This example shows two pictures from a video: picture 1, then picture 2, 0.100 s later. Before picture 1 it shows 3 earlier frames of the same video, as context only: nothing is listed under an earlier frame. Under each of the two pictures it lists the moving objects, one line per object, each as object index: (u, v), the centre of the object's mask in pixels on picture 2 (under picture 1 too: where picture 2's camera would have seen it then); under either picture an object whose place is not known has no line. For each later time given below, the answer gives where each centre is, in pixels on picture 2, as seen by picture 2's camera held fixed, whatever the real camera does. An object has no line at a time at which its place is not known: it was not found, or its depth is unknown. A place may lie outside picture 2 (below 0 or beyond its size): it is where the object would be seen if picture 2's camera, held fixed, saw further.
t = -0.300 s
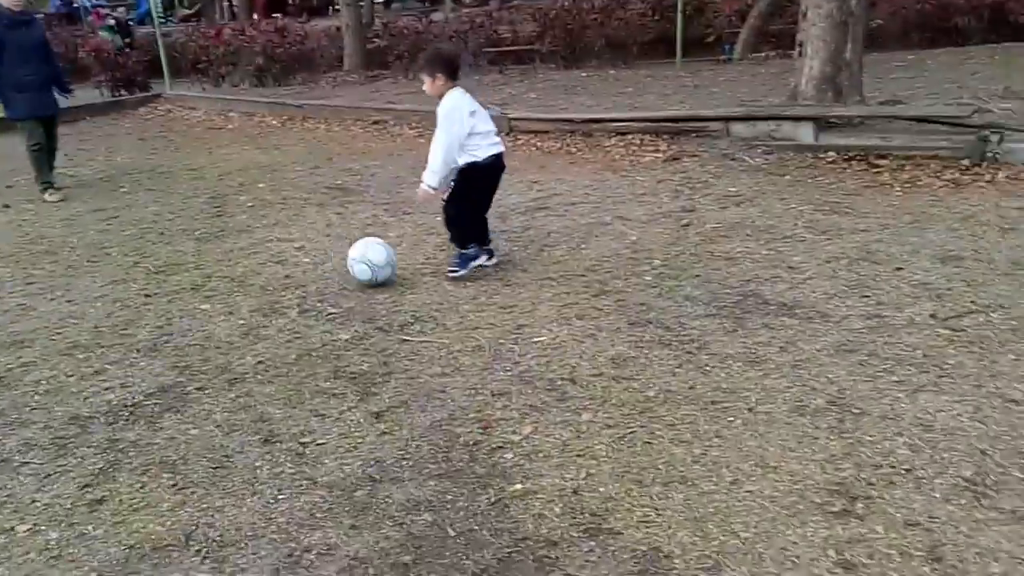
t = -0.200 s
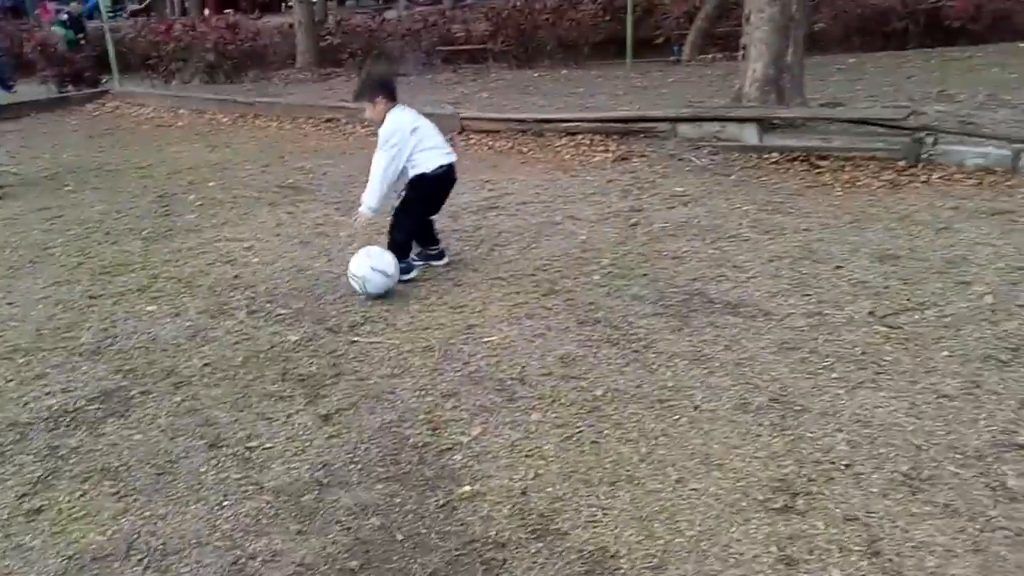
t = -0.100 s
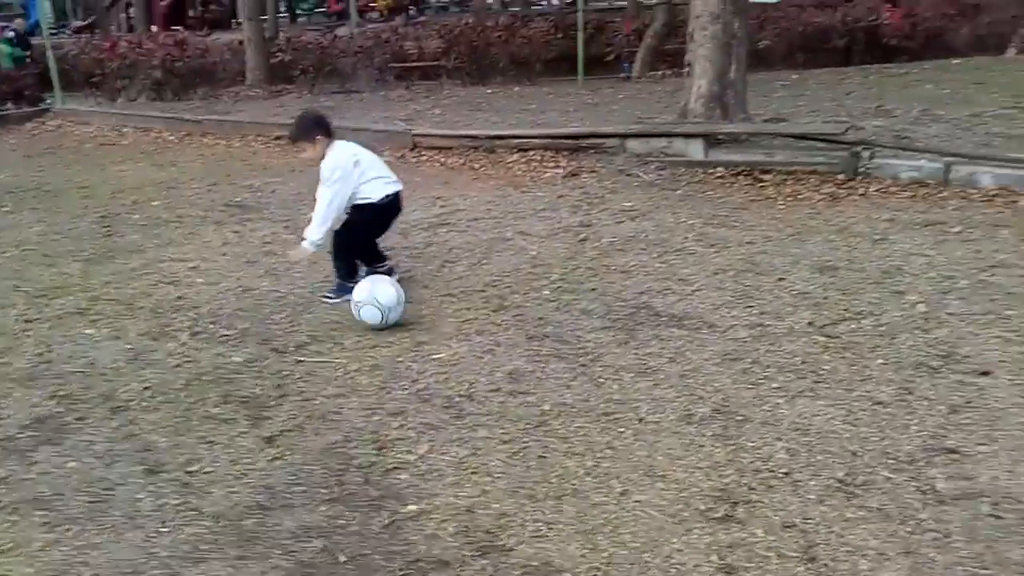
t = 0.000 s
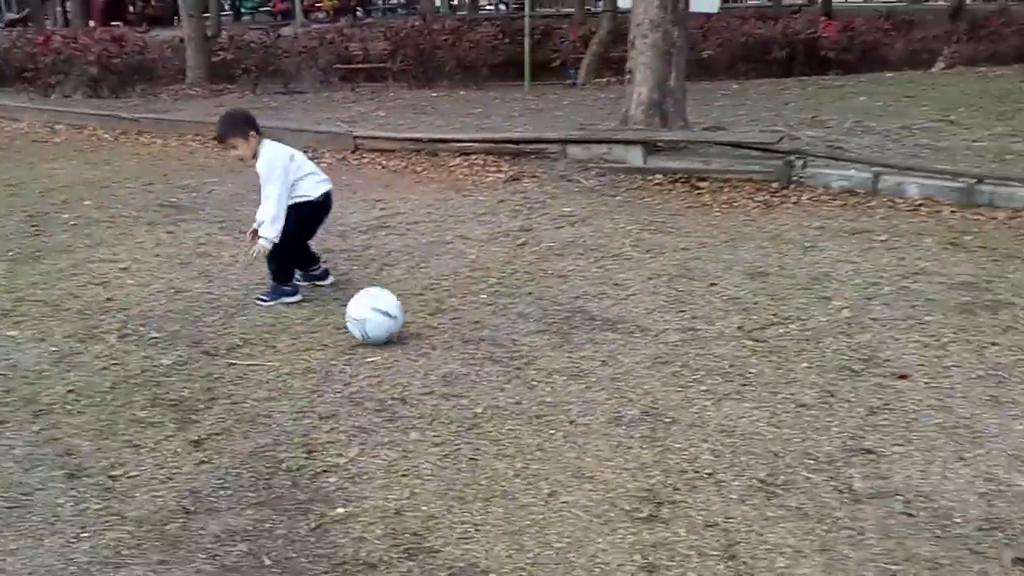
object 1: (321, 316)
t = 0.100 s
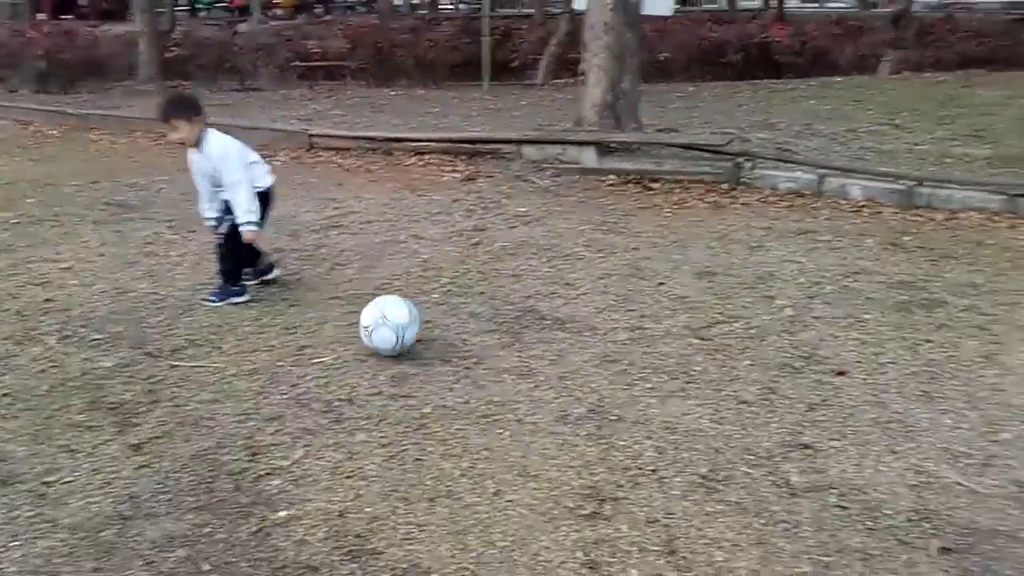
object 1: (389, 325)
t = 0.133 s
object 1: (412, 329)
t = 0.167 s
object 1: (437, 339)
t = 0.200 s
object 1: (463, 343)
